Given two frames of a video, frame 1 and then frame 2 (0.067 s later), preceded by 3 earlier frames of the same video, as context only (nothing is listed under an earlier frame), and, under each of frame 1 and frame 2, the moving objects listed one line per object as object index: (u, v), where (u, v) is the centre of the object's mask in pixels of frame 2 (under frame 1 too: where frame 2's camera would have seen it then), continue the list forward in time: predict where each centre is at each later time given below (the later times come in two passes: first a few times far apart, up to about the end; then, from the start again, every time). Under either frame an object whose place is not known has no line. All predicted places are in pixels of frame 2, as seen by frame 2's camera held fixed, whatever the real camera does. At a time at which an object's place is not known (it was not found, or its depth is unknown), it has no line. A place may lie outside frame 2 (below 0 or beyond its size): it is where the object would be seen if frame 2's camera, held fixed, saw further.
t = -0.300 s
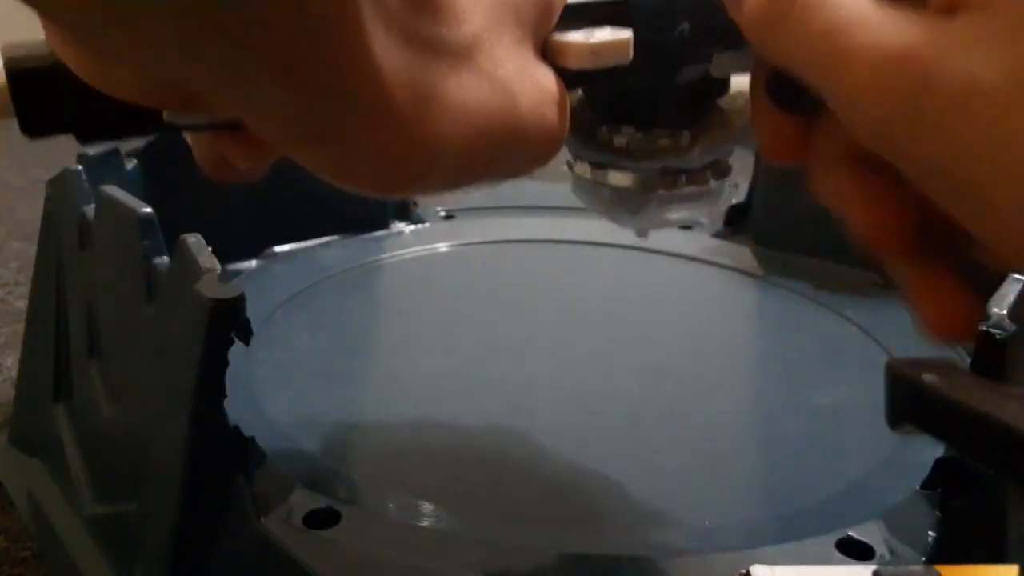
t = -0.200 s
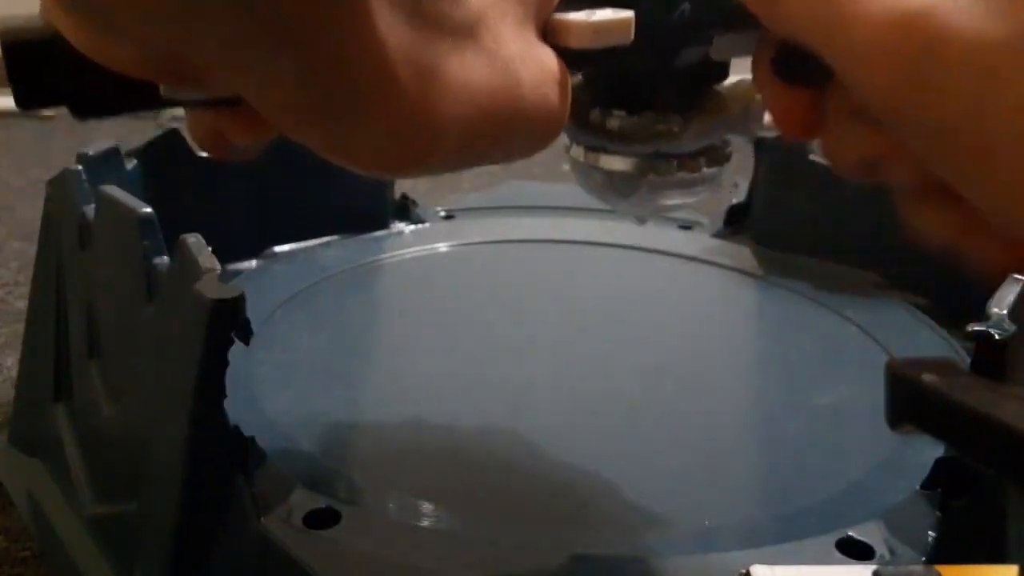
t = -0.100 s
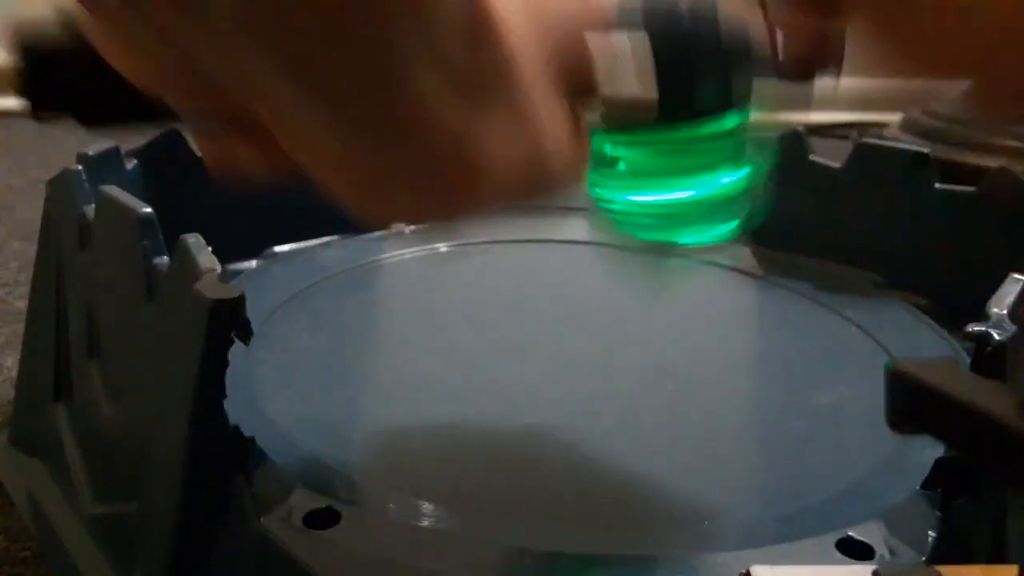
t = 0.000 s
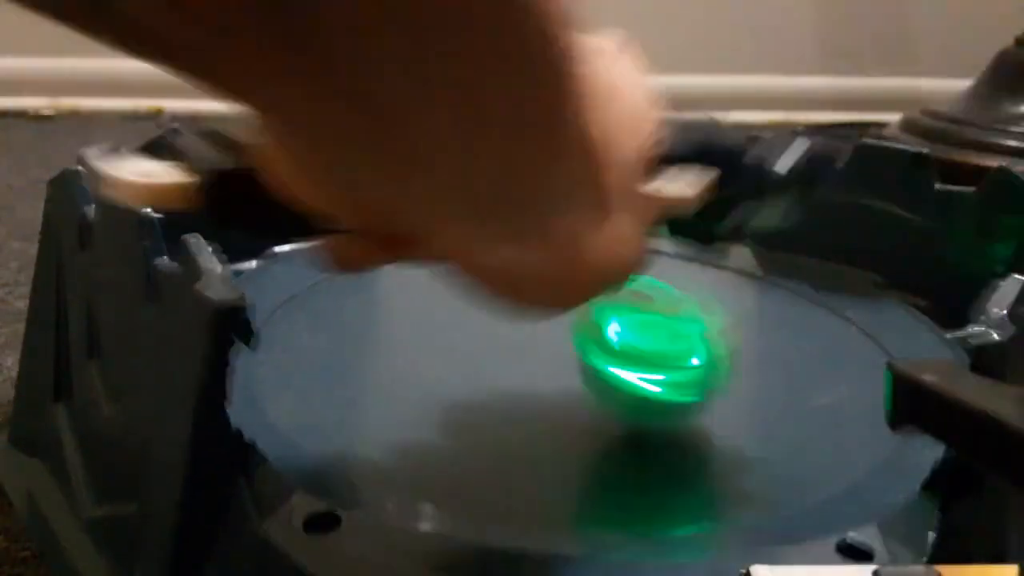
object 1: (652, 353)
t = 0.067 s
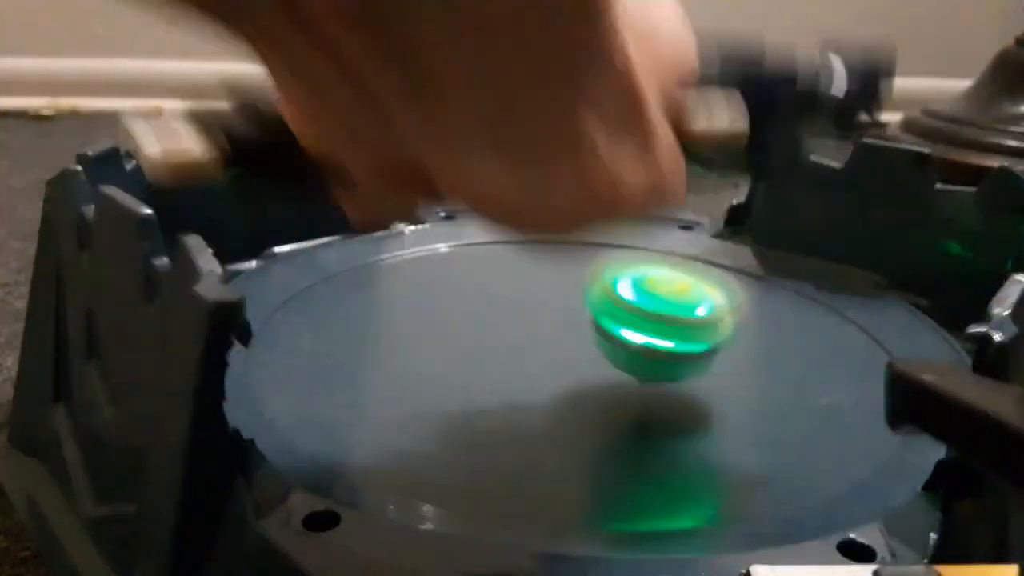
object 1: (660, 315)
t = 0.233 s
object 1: (654, 273)
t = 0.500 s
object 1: (557, 235)
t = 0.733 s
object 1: (519, 255)
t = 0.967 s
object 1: (568, 295)
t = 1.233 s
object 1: (670, 308)
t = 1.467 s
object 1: (663, 301)
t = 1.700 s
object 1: (621, 302)
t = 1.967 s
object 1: (571, 328)
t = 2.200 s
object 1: (547, 345)
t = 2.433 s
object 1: (541, 342)
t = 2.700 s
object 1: (515, 323)
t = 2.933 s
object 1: (497, 304)
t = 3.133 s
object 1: (452, 289)
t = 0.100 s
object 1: (660, 321)
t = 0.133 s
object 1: (665, 300)
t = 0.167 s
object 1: (665, 295)
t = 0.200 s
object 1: (660, 281)
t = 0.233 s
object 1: (654, 273)
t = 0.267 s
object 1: (643, 264)
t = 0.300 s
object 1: (630, 256)
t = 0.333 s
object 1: (618, 249)
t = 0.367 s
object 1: (604, 244)
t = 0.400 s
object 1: (591, 240)
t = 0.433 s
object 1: (579, 237)
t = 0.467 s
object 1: (567, 235)
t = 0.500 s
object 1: (557, 235)
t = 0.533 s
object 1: (548, 236)
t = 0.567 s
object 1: (538, 237)
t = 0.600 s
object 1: (531, 240)
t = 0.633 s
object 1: (525, 243)
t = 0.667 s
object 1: (522, 247)
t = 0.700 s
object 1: (520, 250)
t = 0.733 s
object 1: (519, 255)
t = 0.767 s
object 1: (520, 260)
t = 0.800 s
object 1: (521, 267)
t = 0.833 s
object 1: (527, 271)
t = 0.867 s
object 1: (534, 277)
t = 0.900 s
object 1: (544, 282)
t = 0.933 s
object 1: (556, 291)
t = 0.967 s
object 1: (568, 295)
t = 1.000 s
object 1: (581, 299)
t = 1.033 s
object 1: (596, 302)
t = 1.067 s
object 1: (611, 304)
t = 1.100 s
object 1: (624, 307)
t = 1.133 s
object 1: (638, 309)
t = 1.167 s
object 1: (650, 310)
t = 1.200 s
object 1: (660, 310)
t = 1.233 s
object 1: (670, 308)
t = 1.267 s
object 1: (675, 307)
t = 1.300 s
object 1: (678, 305)
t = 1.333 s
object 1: (680, 302)
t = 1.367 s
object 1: (678, 302)
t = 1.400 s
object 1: (676, 301)
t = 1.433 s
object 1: (669, 301)
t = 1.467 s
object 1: (663, 301)
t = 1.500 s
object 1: (656, 301)
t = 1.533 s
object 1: (646, 301)
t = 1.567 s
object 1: (640, 299)
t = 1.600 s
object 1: (633, 299)
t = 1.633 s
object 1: (629, 300)
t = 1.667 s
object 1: (625, 300)
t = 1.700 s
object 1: (621, 302)
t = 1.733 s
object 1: (617, 304)
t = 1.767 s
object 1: (611, 307)
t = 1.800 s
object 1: (605, 310)
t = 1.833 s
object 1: (599, 313)
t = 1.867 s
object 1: (591, 318)
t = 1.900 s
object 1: (585, 320)
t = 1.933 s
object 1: (577, 324)
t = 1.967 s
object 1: (571, 328)
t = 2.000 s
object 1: (565, 331)
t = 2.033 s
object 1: (559, 335)
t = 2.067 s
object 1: (555, 338)
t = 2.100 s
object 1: (552, 340)
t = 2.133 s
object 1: (551, 342)
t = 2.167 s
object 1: (549, 344)
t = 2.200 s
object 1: (547, 345)
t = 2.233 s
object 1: (546, 345)
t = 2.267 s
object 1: (545, 345)
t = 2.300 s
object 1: (545, 345)
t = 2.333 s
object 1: (544, 345)
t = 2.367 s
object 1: (543, 343)
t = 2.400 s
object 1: (542, 343)
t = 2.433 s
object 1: (541, 342)
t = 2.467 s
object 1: (538, 340)
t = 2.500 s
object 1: (536, 338)
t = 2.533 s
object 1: (533, 336)
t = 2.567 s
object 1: (531, 333)
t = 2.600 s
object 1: (527, 331)
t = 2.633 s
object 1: (523, 328)
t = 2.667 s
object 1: (519, 326)
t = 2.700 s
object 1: (515, 323)
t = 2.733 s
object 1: (512, 320)
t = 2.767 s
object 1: (511, 317)
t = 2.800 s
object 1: (508, 315)
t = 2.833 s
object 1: (506, 312)
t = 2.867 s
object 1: (503, 310)
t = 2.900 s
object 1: (502, 308)
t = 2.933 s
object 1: (497, 304)
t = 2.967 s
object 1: (490, 301)
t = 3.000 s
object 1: (481, 299)
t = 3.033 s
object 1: (473, 295)
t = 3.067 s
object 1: (466, 293)
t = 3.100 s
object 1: (458, 290)
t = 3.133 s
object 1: (452, 289)
